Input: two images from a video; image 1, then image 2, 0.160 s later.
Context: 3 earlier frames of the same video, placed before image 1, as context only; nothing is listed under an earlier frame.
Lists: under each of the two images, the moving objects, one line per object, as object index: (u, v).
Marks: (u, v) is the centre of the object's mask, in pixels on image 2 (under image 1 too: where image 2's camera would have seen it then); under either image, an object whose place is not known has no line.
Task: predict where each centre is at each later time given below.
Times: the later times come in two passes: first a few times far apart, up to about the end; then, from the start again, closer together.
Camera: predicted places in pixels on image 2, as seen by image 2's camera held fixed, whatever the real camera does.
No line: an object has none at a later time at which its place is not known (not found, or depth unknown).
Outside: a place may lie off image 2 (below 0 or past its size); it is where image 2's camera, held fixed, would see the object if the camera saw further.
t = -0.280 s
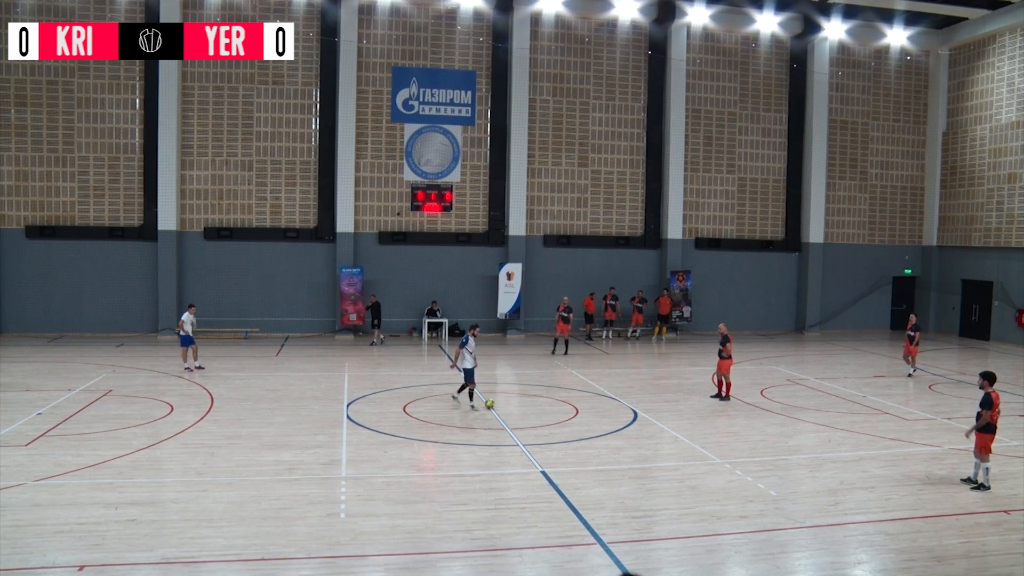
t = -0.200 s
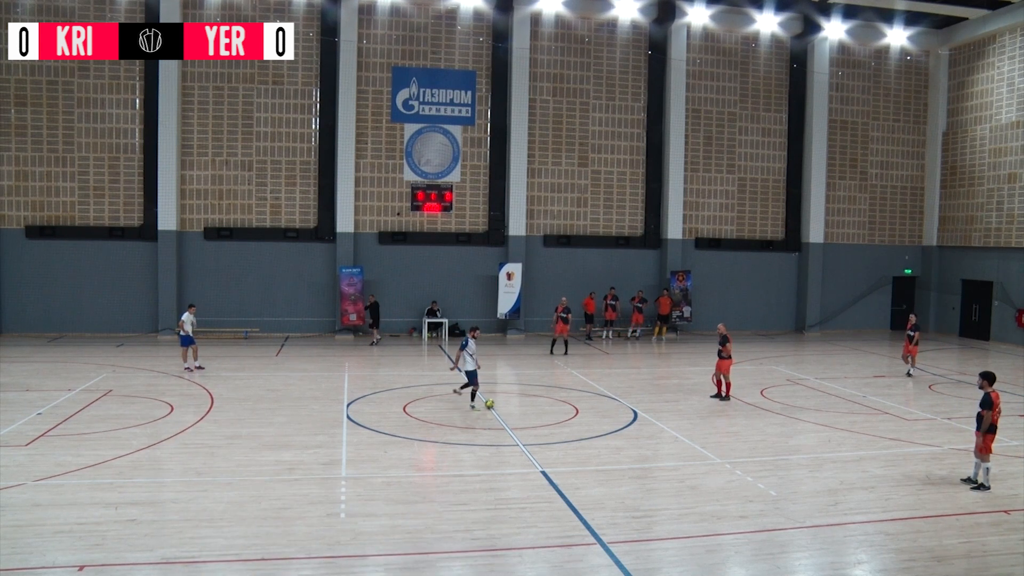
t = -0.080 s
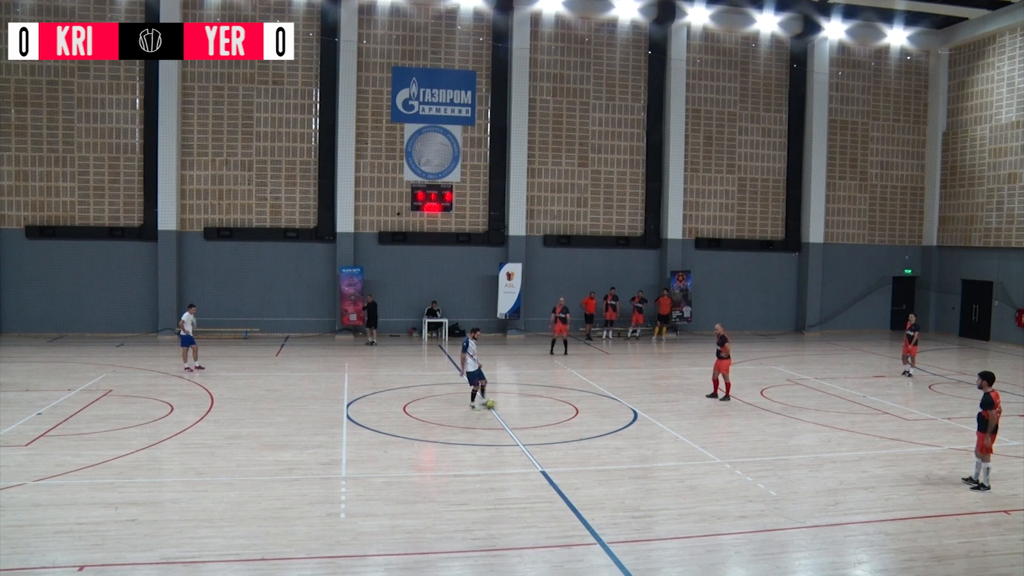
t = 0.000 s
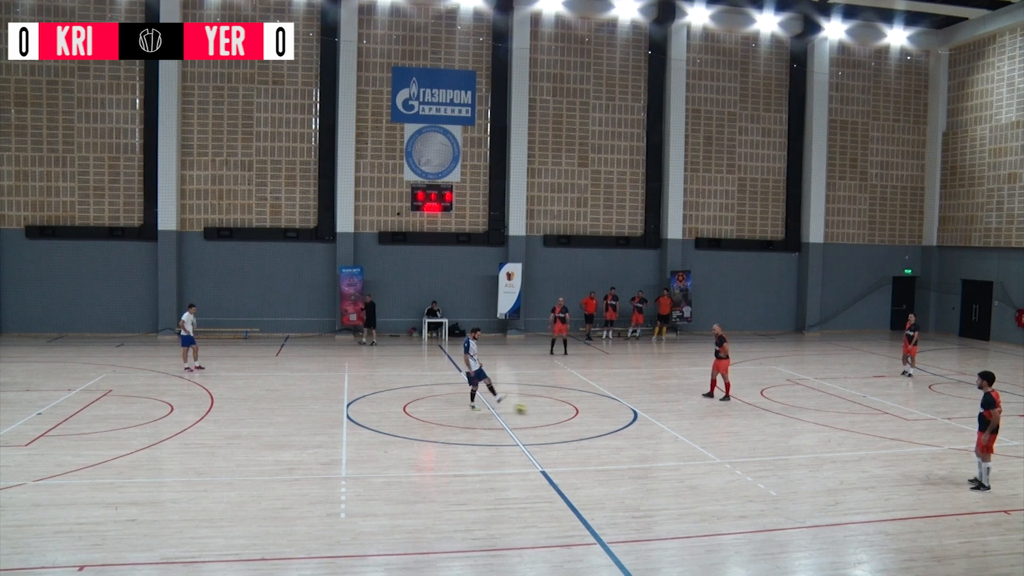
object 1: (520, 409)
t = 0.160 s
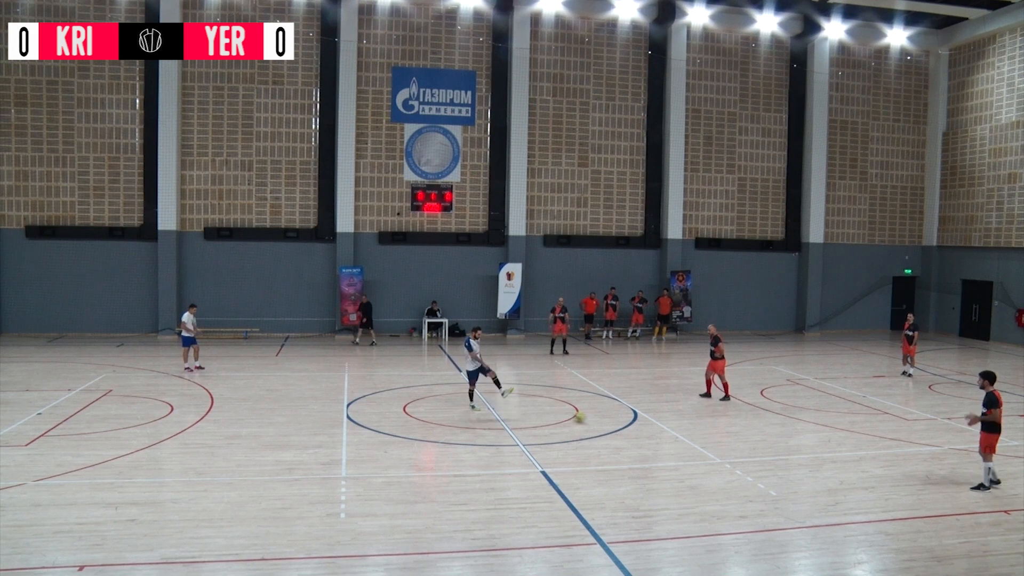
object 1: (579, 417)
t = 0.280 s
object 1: (621, 424)
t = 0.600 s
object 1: (727, 438)
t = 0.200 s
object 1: (593, 420)
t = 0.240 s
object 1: (608, 422)
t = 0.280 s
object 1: (621, 424)
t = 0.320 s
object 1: (636, 425)
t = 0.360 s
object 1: (649, 428)
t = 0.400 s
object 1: (662, 430)
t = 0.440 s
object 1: (676, 432)
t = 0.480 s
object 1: (689, 433)
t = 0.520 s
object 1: (702, 435)
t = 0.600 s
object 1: (727, 438)
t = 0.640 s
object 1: (739, 440)
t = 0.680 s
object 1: (752, 442)
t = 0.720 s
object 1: (765, 444)
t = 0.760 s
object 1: (777, 445)
